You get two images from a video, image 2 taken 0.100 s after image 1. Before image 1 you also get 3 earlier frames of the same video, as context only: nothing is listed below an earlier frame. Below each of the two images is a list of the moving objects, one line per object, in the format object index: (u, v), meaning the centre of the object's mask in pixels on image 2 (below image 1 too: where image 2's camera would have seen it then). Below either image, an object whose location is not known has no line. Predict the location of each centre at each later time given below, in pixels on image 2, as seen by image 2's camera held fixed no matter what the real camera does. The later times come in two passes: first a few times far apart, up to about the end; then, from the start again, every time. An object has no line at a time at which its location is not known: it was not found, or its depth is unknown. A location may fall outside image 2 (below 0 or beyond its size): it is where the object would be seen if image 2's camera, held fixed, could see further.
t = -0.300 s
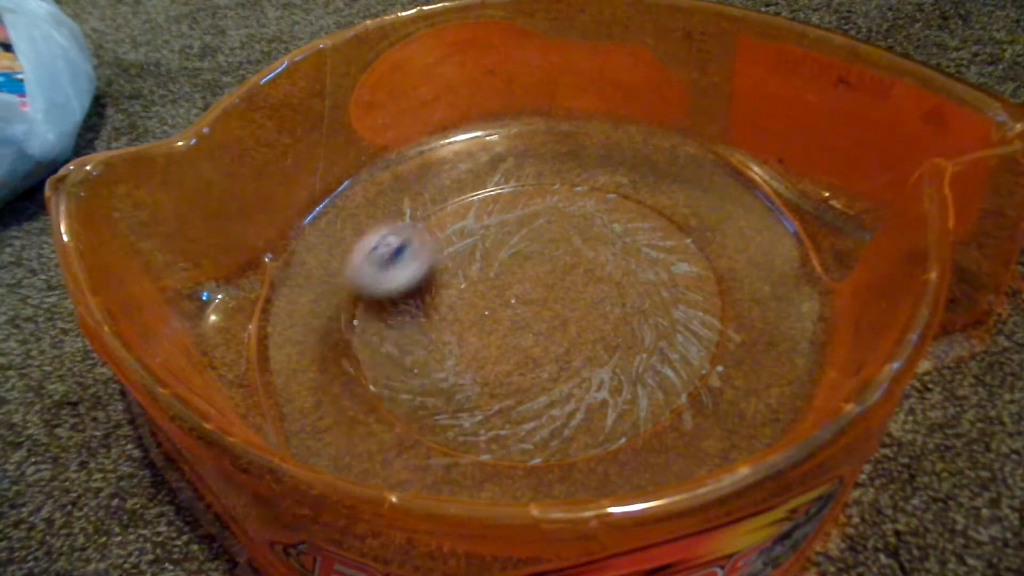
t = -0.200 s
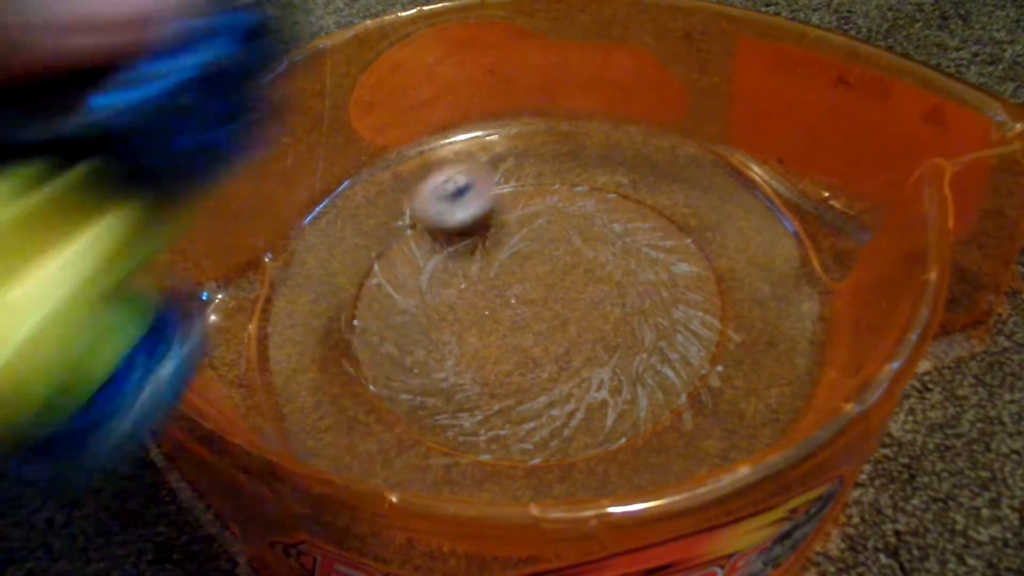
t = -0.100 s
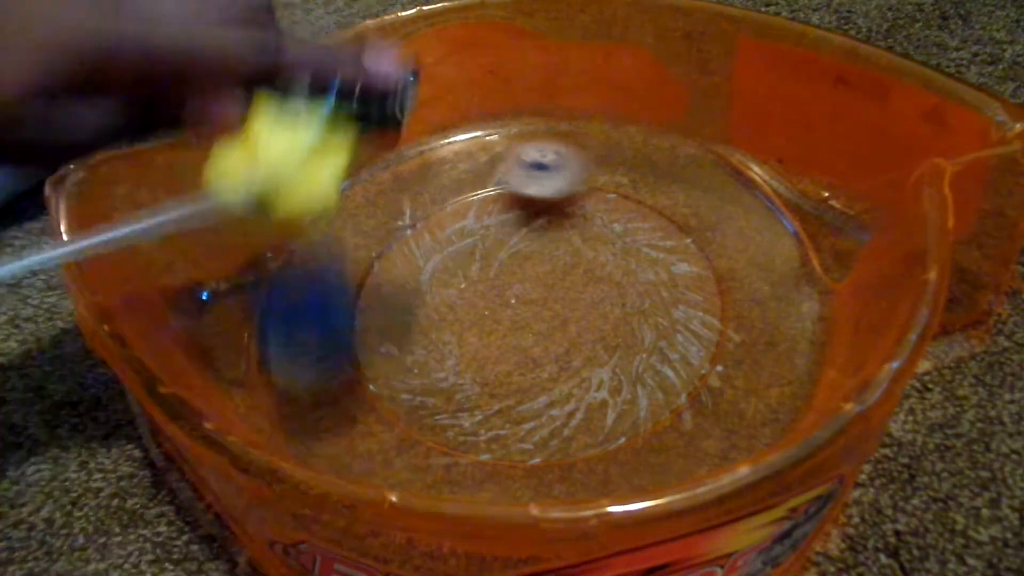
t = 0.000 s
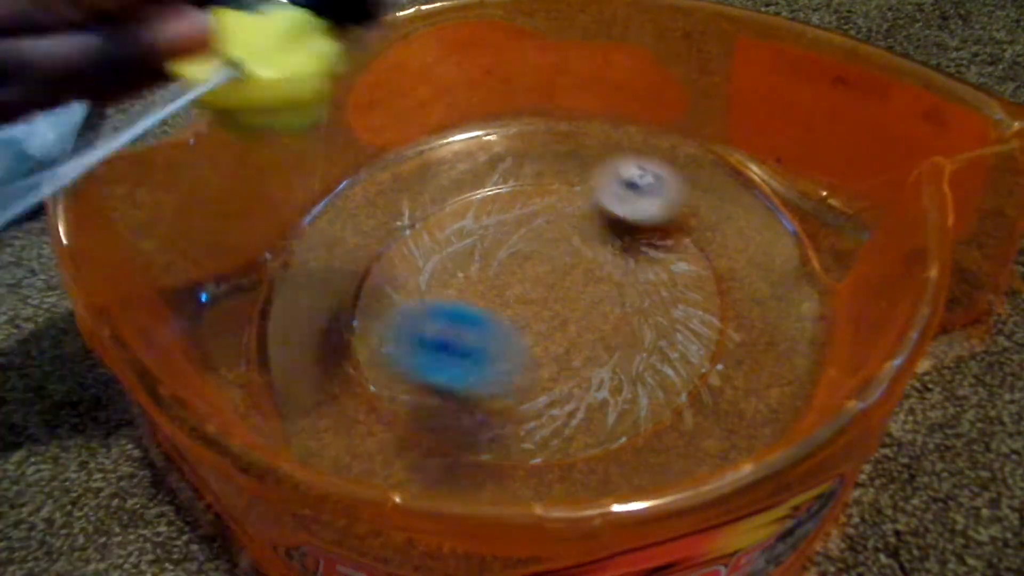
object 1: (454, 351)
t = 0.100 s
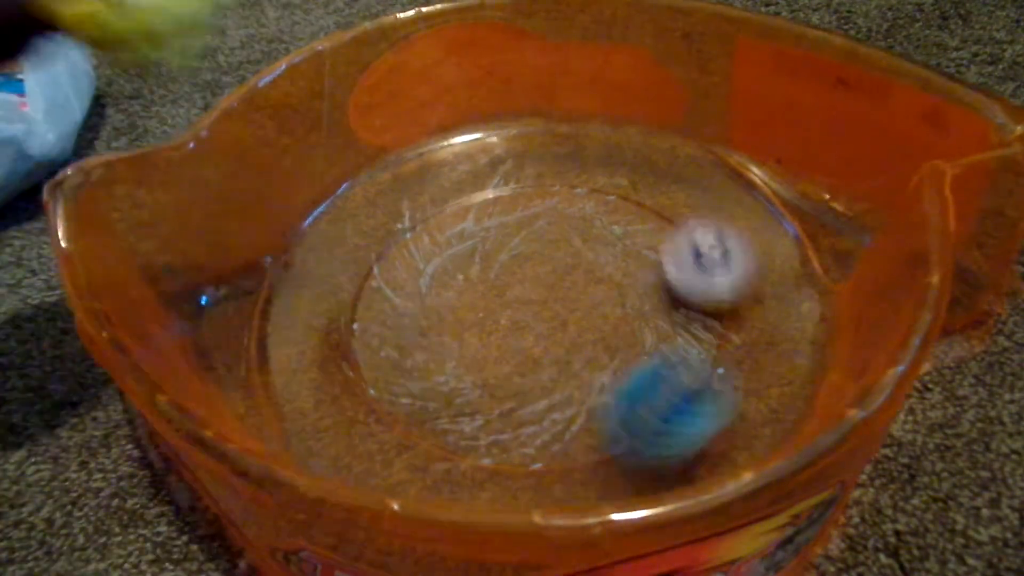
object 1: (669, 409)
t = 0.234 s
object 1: (835, 184)
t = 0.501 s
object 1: (838, 237)
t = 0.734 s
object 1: (838, 229)
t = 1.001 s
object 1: (831, 237)
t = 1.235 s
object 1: (833, 234)
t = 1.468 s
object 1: (831, 239)
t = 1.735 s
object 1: (830, 233)
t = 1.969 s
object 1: (831, 236)
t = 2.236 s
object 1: (830, 230)
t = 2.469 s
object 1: (831, 235)
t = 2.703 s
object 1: (830, 236)
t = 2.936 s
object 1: (830, 232)
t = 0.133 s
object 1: (722, 365)
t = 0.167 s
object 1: (797, 314)
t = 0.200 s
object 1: (822, 240)
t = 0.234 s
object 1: (835, 184)
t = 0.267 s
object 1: (837, 149)
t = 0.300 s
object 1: (834, 139)
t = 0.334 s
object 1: (826, 148)
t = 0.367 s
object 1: (812, 176)
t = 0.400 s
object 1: (808, 191)
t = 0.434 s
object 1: (820, 205)
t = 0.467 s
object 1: (833, 230)
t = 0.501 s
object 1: (838, 237)
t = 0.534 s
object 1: (831, 240)
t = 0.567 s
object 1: (831, 239)
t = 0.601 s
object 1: (832, 240)
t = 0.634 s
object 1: (839, 237)
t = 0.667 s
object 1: (837, 237)
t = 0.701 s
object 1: (831, 236)
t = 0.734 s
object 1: (838, 229)
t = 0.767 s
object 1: (832, 234)
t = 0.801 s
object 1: (831, 240)
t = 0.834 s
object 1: (831, 241)
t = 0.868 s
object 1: (831, 239)
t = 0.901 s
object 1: (832, 239)
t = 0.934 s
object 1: (831, 239)
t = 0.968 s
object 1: (831, 238)
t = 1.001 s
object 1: (831, 237)
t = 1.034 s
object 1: (831, 236)
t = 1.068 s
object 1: (832, 235)
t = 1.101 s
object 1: (834, 234)
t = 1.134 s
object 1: (831, 232)
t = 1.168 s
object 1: (830, 231)
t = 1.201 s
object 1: (831, 232)
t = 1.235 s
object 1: (833, 234)
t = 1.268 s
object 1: (831, 235)
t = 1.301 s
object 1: (833, 233)
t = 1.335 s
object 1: (831, 235)
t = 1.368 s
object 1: (831, 236)
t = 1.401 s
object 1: (831, 238)
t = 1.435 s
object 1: (831, 238)
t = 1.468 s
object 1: (831, 239)
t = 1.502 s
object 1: (830, 238)
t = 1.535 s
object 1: (830, 236)
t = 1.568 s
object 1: (830, 235)
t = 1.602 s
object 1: (831, 232)
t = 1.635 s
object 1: (829, 230)
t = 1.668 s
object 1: (827, 228)
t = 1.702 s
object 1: (829, 230)
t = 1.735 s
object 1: (830, 233)
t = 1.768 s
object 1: (831, 235)
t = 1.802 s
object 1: (831, 236)
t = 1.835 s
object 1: (837, 235)
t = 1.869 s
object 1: (836, 236)
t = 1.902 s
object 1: (831, 235)
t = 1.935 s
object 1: (836, 231)
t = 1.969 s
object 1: (831, 236)
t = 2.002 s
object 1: (834, 237)
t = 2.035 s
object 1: (834, 236)
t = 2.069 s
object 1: (830, 235)
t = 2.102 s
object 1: (831, 233)
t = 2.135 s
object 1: (831, 231)
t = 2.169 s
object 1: (829, 229)
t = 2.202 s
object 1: (828, 229)
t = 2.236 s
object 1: (830, 230)
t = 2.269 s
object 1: (829, 233)
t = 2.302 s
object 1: (831, 235)
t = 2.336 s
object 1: (831, 236)
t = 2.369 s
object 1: (833, 236)
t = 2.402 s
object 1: (838, 234)
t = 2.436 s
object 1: (835, 235)
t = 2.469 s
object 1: (831, 235)
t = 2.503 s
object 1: (837, 233)
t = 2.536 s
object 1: (836, 235)
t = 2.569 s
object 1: (830, 238)
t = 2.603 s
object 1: (830, 238)
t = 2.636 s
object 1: (830, 239)
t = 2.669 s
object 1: (831, 238)
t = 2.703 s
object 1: (830, 236)
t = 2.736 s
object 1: (829, 237)
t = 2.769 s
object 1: (831, 236)
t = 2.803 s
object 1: (832, 234)
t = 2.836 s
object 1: (831, 232)
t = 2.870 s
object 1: (830, 232)
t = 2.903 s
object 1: (829, 232)
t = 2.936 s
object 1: (830, 232)
